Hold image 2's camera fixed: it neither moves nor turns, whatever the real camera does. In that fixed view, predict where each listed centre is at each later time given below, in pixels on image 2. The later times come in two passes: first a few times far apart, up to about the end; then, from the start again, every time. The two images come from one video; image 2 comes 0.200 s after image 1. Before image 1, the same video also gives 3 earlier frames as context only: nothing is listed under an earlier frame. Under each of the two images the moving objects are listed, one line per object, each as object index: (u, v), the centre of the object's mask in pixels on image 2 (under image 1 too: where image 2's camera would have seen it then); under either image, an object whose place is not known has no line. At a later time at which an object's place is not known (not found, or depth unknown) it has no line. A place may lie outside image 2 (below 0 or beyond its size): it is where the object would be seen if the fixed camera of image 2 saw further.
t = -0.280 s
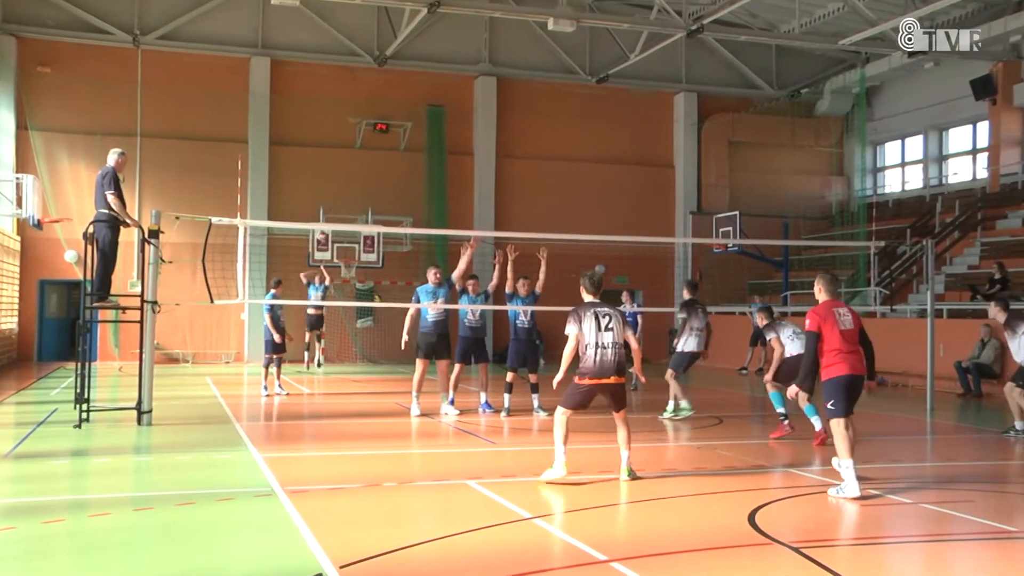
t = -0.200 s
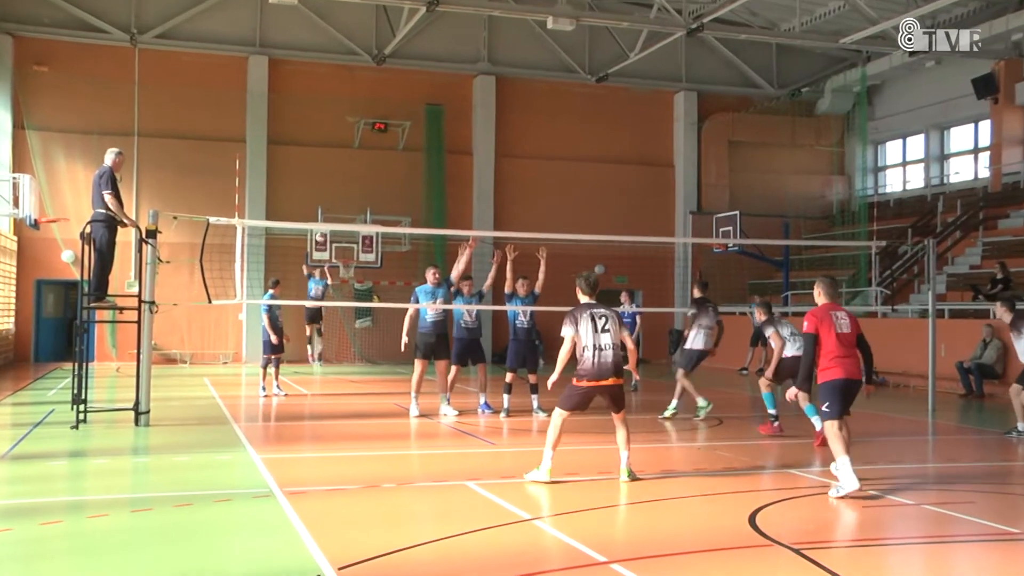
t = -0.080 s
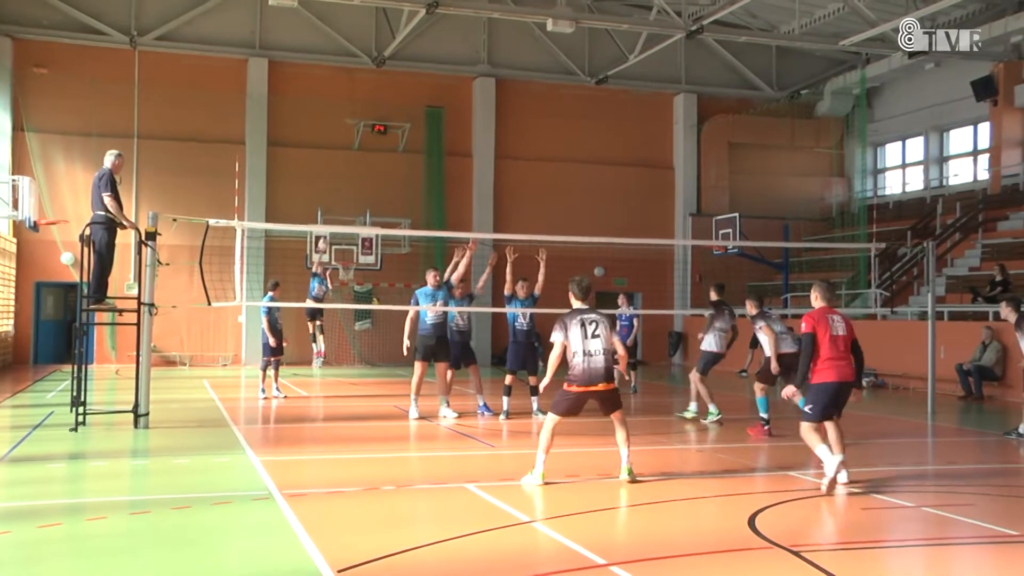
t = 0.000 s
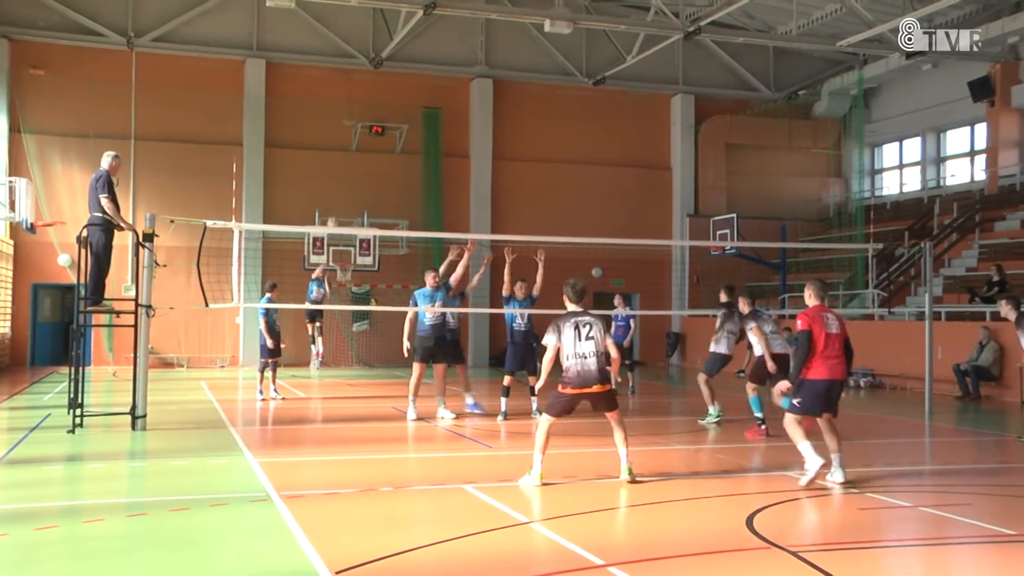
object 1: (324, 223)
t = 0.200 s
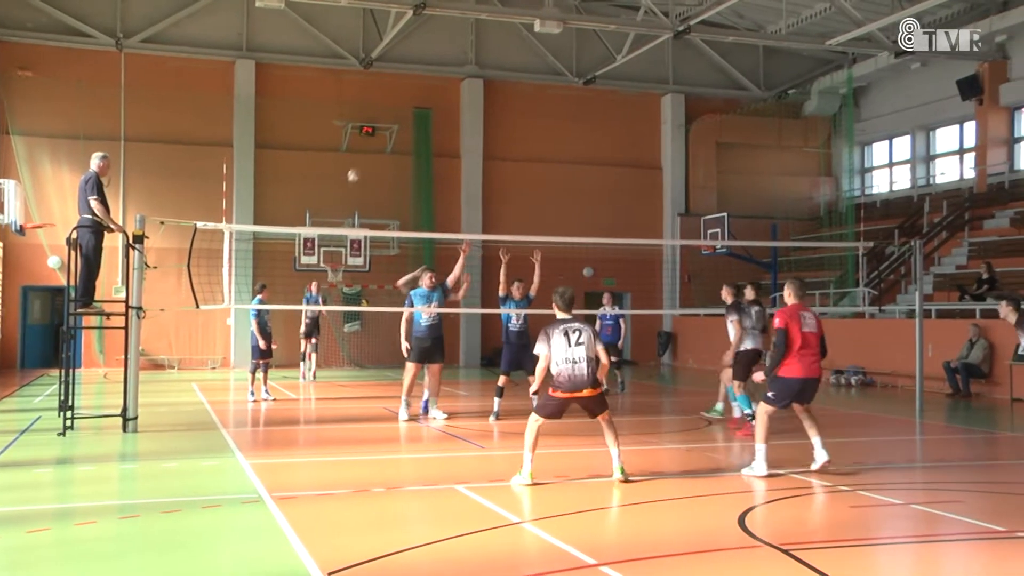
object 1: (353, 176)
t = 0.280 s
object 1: (366, 159)
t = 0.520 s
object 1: (417, 124)
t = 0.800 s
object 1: (482, 125)
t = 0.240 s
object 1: (359, 167)
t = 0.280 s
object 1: (366, 159)
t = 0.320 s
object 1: (374, 152)
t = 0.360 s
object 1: (381, 146)
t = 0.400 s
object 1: (390, 140)
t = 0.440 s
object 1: (399, 134)
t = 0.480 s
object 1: (408, 129)
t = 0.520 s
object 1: (417, 124)
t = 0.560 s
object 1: (426, 120)
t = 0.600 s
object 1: (435, 118)
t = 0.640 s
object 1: (443, 116)
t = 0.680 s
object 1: (452, 116)
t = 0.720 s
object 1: (460, 117)
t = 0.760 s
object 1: (470, 120)
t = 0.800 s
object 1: (482, 125)
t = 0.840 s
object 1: (493, 131)
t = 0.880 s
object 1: (504, 139)
